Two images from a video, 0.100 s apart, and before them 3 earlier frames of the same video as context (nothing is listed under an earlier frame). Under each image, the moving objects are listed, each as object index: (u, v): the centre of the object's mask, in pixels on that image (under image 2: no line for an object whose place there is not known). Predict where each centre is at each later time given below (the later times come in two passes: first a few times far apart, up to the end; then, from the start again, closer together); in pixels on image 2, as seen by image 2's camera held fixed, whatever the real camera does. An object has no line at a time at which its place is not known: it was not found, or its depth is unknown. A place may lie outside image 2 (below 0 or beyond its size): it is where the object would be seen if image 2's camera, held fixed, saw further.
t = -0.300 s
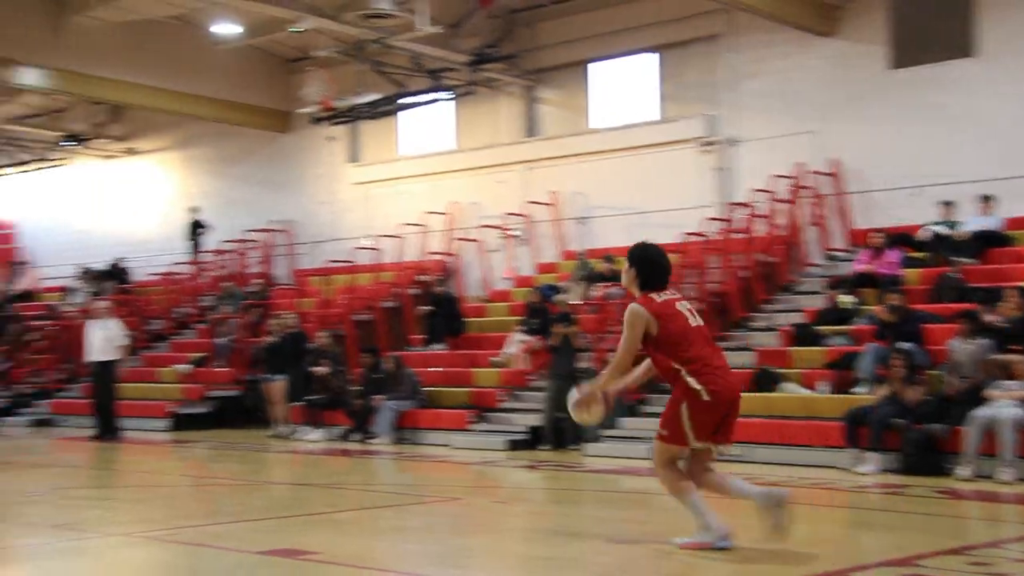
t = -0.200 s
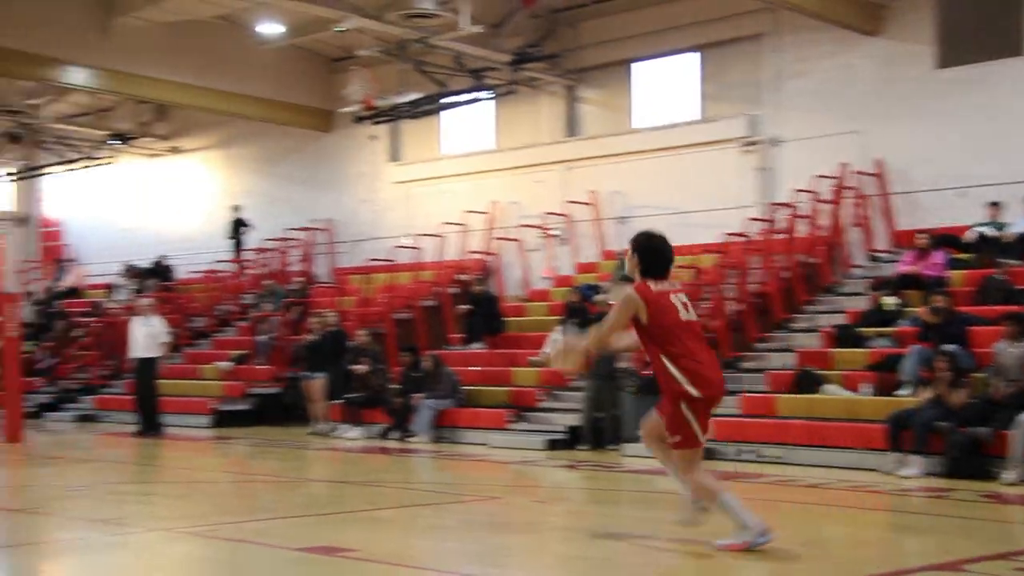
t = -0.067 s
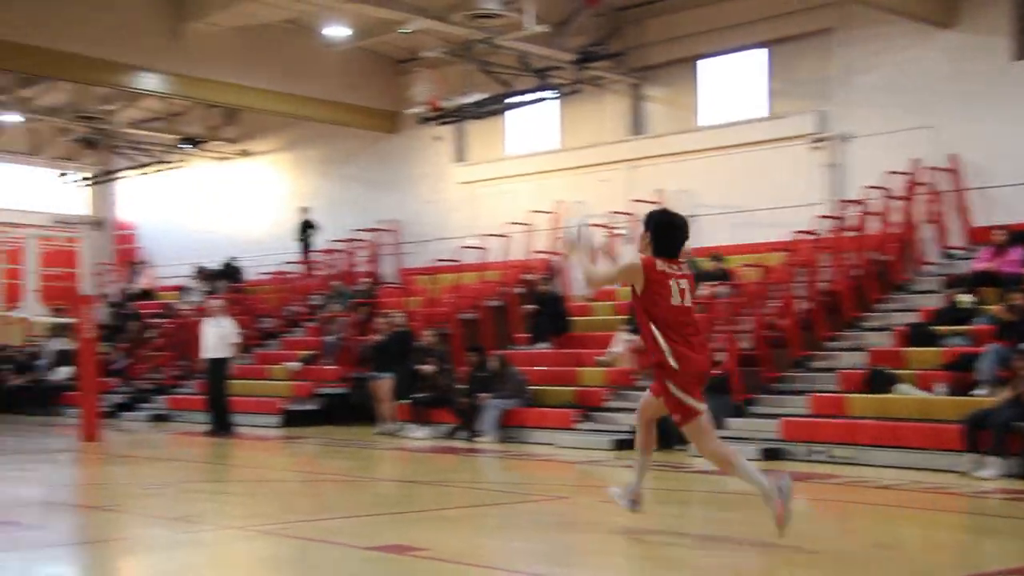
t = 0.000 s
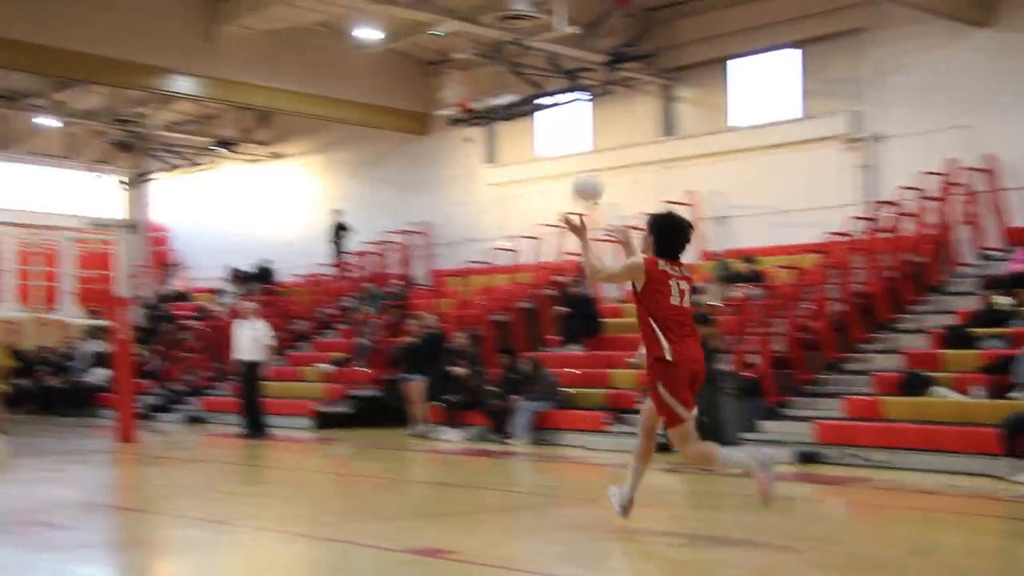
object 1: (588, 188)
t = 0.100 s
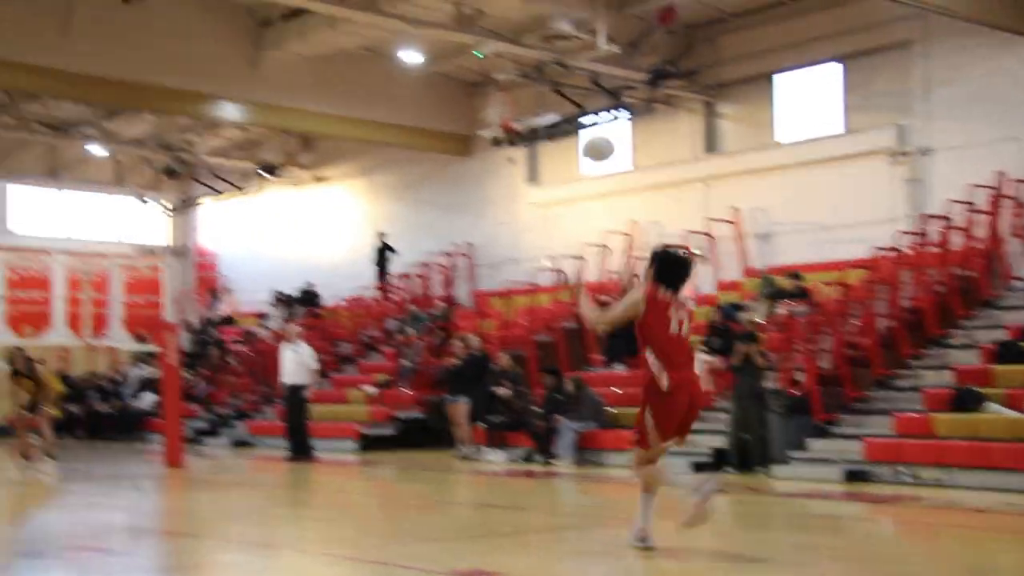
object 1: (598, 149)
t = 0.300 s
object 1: (542, 81)
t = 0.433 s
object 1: (507, 73)
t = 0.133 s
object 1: (587, 130)
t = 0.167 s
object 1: (578, 117)
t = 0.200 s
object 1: (569, 106)
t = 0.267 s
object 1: (551, 87)
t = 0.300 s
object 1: (542, 81)
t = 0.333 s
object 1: (533, 77)
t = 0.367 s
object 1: (524, 73)
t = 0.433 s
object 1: (507, 73)
